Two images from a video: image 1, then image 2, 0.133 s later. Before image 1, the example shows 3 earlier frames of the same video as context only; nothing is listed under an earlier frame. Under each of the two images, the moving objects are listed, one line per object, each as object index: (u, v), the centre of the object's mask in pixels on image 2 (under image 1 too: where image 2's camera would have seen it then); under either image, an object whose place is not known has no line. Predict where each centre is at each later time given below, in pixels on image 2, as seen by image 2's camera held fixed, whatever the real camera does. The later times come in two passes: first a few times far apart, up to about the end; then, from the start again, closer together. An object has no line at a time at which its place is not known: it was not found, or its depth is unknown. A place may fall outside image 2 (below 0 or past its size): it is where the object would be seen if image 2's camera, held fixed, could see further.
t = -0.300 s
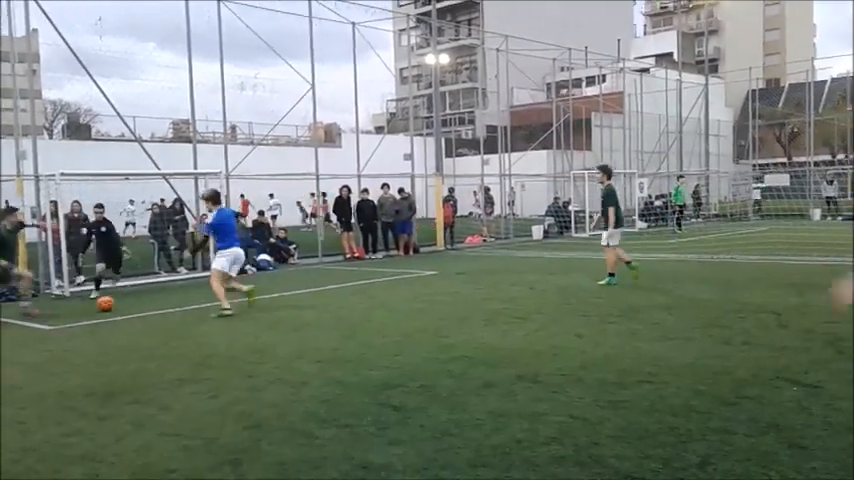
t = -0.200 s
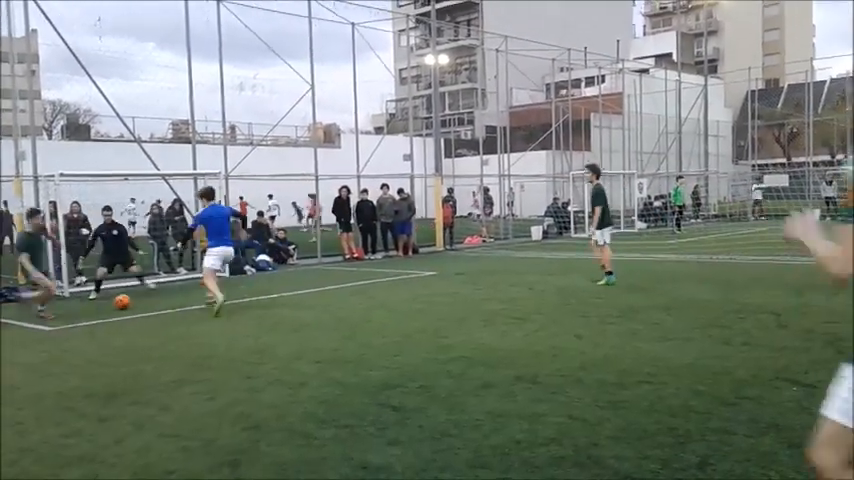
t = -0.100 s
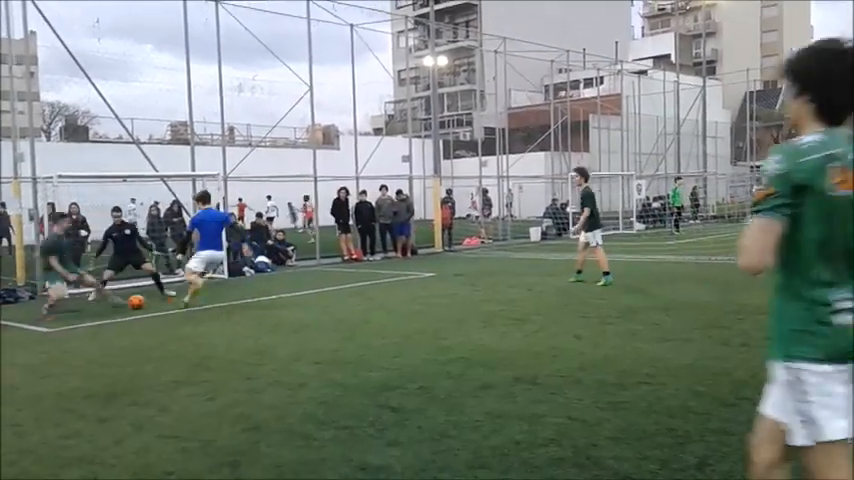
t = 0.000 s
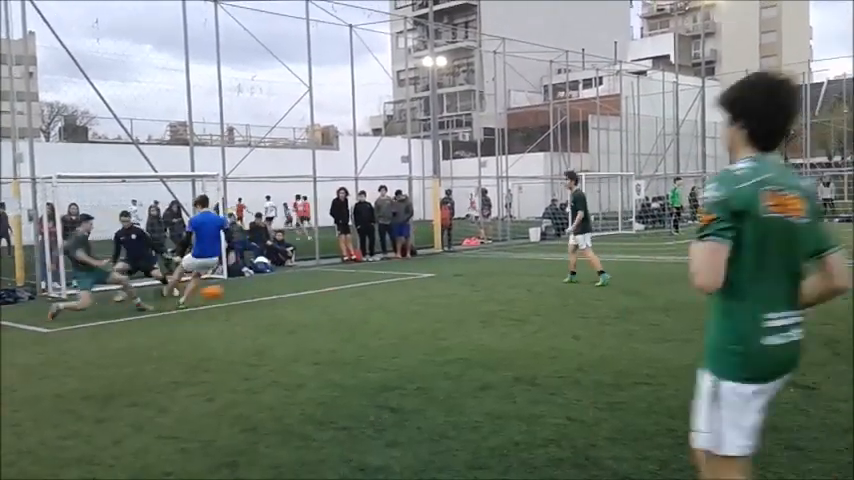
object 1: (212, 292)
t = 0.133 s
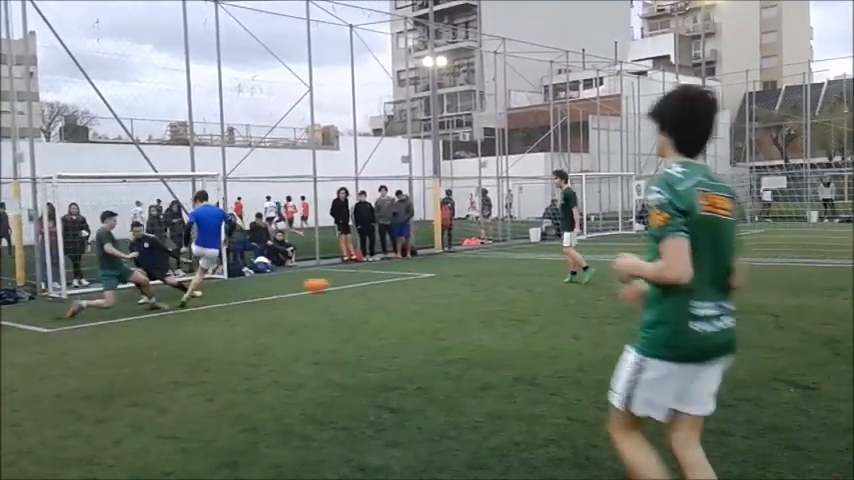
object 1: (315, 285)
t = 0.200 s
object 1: (371, 286)
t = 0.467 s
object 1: (603, 295)
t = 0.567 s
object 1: (688, 293)
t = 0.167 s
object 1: (343, 285)
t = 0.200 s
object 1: (371, 286)
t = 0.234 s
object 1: (399, 287)
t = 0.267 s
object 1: (429, 290)
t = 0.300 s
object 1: (459, 293)
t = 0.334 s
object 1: (488, 296)
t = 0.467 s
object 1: (603, 295)
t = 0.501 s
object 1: (631, 293)
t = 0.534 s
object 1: (660, 292)
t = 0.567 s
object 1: (688, 293)
